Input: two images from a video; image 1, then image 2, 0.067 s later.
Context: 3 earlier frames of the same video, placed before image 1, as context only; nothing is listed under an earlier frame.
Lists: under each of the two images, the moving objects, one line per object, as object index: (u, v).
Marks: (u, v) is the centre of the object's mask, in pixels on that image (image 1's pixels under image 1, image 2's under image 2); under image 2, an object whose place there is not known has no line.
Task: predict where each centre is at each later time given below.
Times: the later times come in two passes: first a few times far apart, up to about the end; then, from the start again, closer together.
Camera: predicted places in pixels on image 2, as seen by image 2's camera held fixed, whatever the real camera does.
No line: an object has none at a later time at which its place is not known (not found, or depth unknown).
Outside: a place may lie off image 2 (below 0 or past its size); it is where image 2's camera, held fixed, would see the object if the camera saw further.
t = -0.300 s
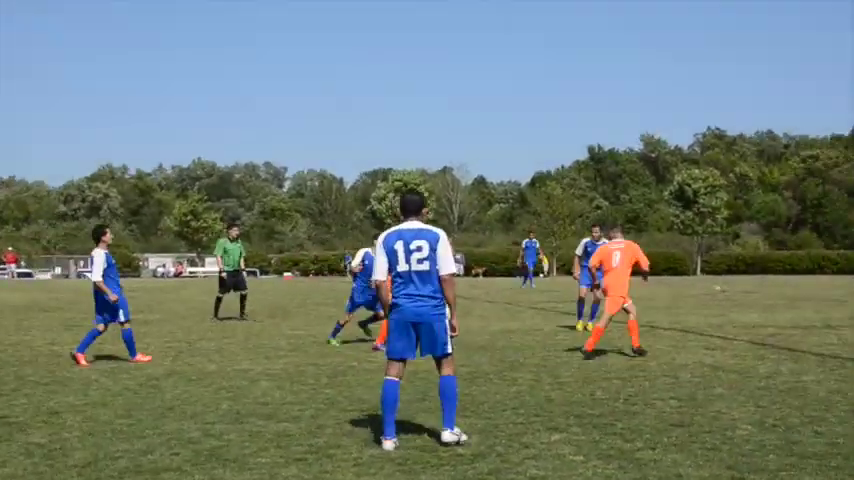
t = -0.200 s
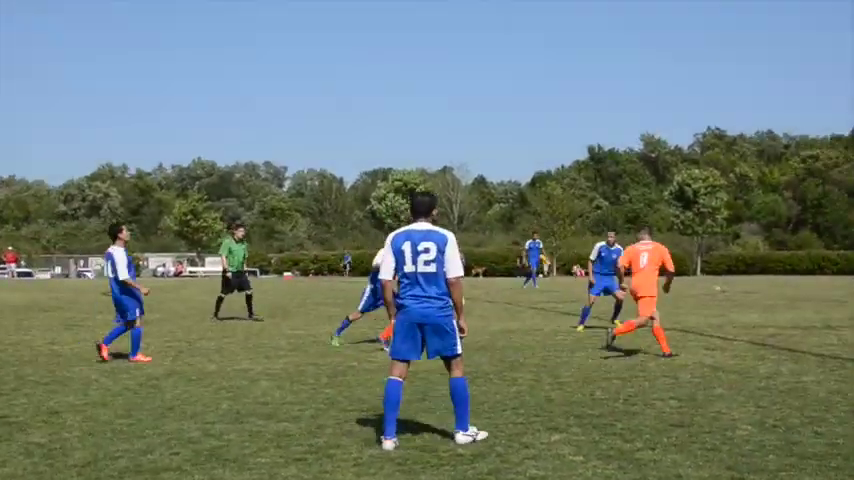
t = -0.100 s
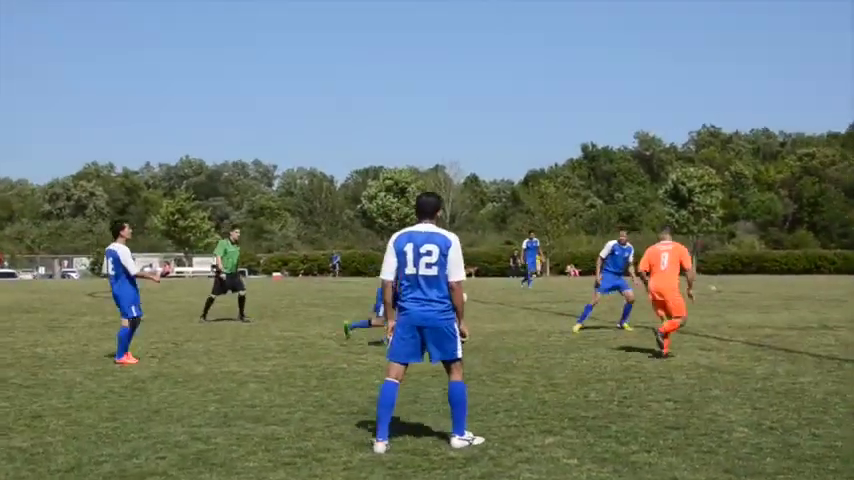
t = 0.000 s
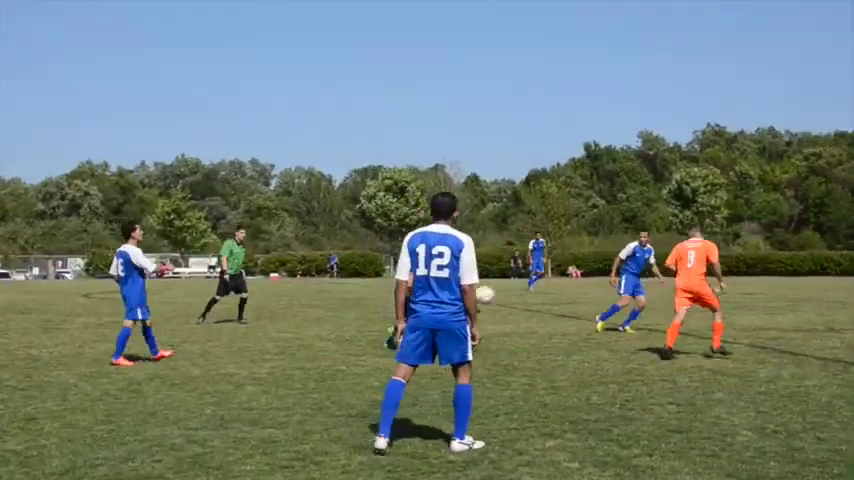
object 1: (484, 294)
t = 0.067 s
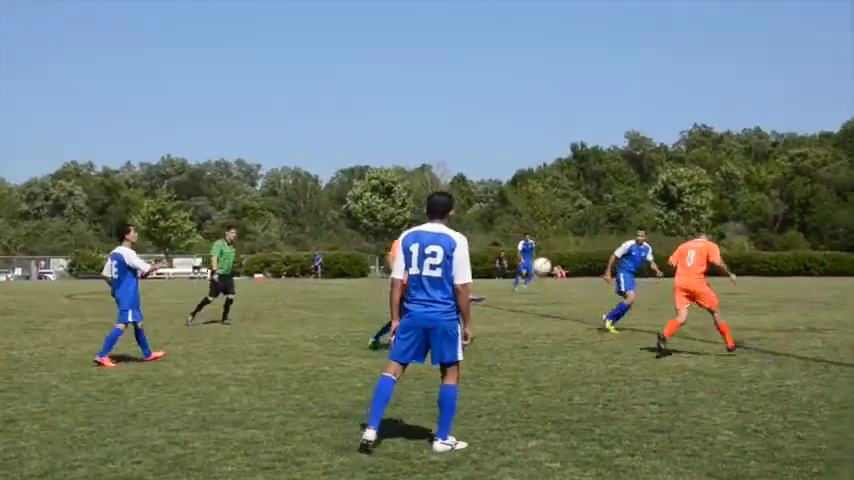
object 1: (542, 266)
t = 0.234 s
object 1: (699, 213)
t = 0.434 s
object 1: (885, 178)
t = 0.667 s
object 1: (1063, 174)
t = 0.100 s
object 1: (567, 253)
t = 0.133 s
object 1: (599, 241)
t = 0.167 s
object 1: (632, 231)
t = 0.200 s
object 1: (667, 221)
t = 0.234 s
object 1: (699, 213)
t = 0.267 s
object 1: (728, 205)
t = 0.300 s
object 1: (760, 198)
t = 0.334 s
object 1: (794, 191)
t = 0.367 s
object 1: (826, 187)
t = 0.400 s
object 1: (857, 182)
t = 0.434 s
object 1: (885, 178)
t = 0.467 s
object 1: (910, 175)
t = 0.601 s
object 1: (1011, 171)
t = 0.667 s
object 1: (1063, 174)
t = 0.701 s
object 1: (1088, 176)
